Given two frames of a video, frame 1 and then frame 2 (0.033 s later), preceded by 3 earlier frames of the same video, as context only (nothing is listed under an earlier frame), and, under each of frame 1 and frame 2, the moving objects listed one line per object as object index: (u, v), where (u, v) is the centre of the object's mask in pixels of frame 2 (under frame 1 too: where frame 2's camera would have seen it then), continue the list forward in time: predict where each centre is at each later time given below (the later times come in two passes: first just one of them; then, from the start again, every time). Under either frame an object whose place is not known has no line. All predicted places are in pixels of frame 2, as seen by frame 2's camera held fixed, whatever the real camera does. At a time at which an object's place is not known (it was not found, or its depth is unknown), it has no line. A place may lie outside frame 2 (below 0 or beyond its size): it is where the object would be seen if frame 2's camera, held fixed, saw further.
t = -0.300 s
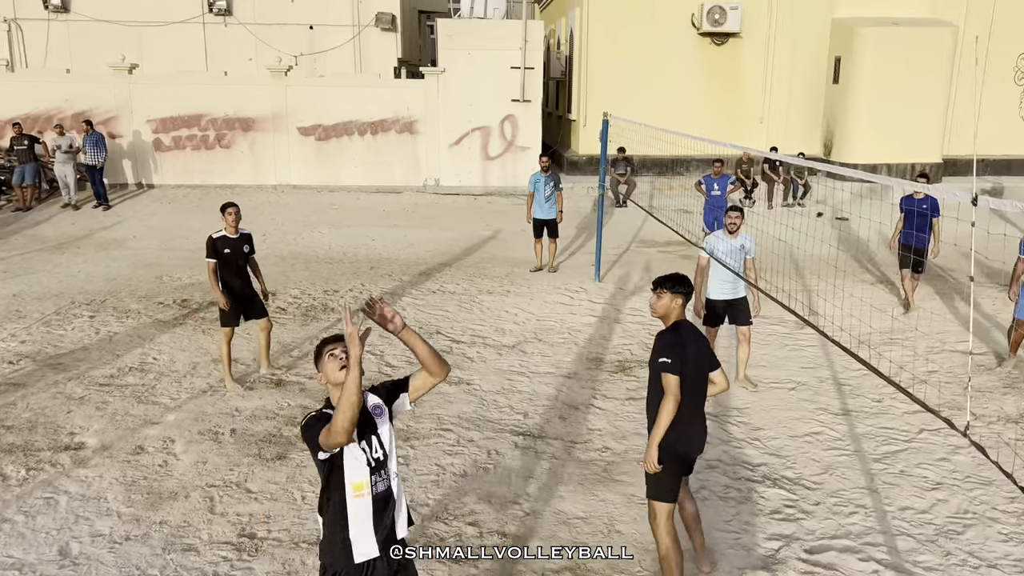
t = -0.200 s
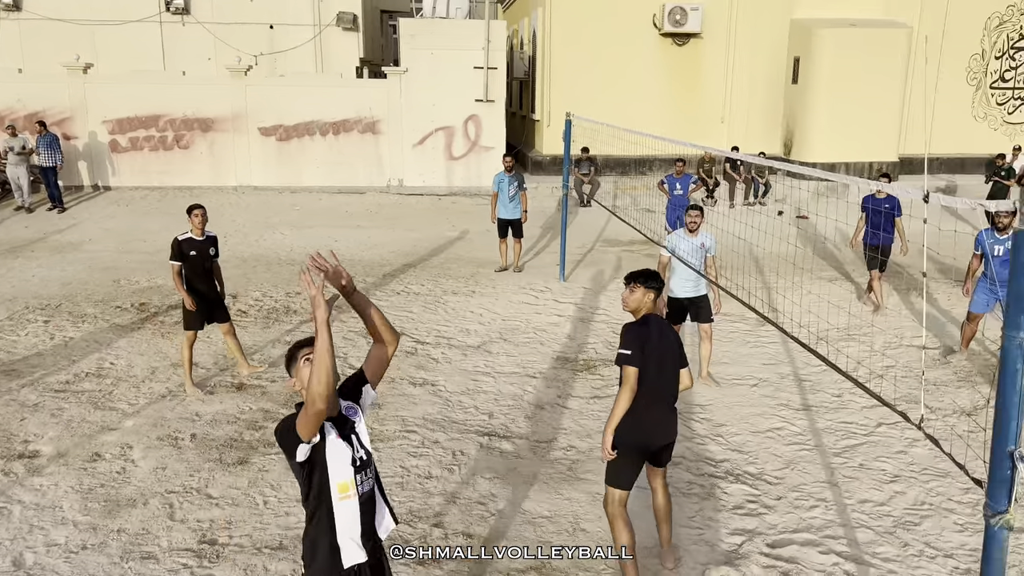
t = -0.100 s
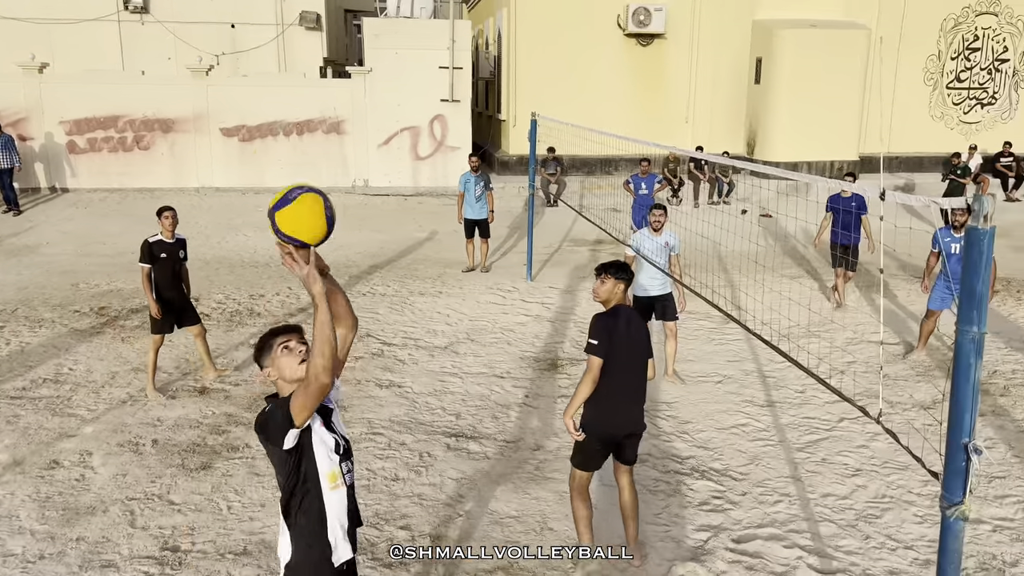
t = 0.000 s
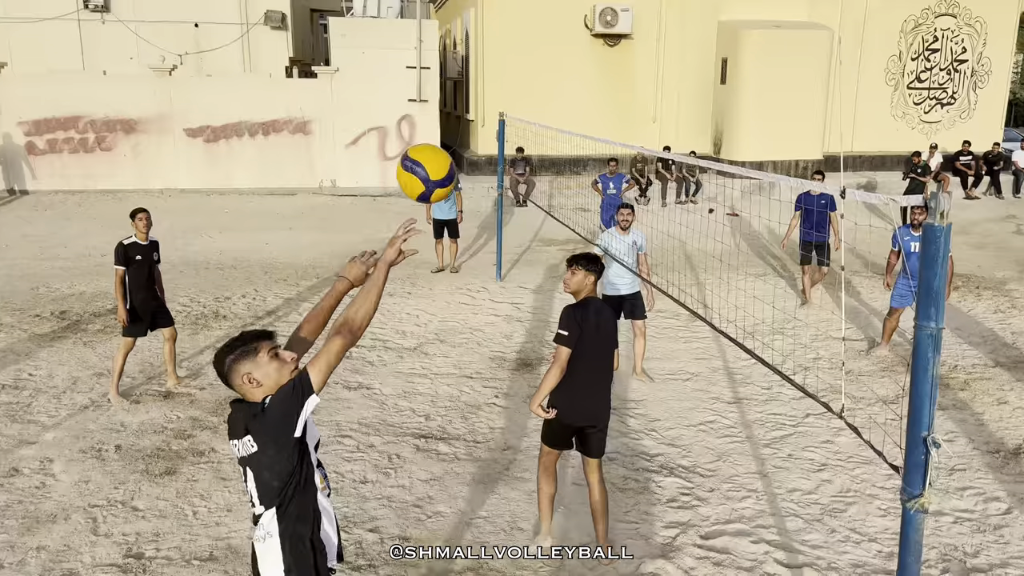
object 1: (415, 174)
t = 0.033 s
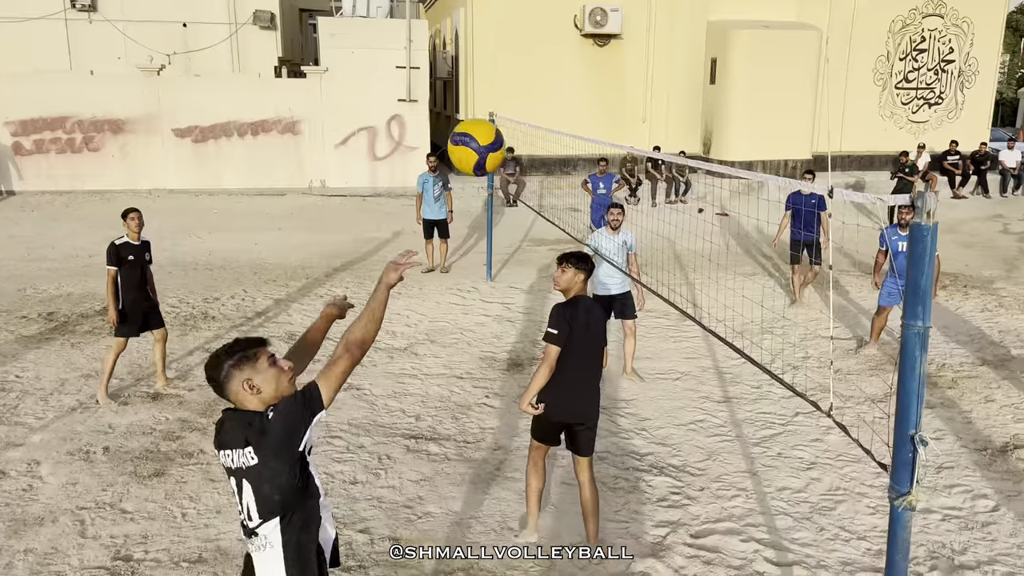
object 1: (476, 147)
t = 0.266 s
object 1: (797, 73)
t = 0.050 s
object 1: (505, 136)
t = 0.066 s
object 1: (533, 125)
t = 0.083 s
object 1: (559, 116)
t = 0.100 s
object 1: (584, 108)
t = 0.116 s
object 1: (608, 101)
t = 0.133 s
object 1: (632, 95)
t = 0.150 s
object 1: (655, 89)
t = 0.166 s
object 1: (677, 85)
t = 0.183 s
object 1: (699, 81)
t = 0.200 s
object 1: (720, 78)
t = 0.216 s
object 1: (738, 76)
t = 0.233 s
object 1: (757, 75)
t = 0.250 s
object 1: (775, 74)
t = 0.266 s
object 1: (797, 73)
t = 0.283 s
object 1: (812, 73)
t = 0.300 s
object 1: (828, 75)
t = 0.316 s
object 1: (846, 76)
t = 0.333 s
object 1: (861, 77)
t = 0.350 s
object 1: (872, 80)
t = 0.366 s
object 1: (886, 83)
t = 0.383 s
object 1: (899, 87)
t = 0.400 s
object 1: (913, 91)
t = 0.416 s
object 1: (925, 95)
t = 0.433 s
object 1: (938, 99)
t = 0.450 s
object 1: (949, 104)
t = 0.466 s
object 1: (961, 109)
